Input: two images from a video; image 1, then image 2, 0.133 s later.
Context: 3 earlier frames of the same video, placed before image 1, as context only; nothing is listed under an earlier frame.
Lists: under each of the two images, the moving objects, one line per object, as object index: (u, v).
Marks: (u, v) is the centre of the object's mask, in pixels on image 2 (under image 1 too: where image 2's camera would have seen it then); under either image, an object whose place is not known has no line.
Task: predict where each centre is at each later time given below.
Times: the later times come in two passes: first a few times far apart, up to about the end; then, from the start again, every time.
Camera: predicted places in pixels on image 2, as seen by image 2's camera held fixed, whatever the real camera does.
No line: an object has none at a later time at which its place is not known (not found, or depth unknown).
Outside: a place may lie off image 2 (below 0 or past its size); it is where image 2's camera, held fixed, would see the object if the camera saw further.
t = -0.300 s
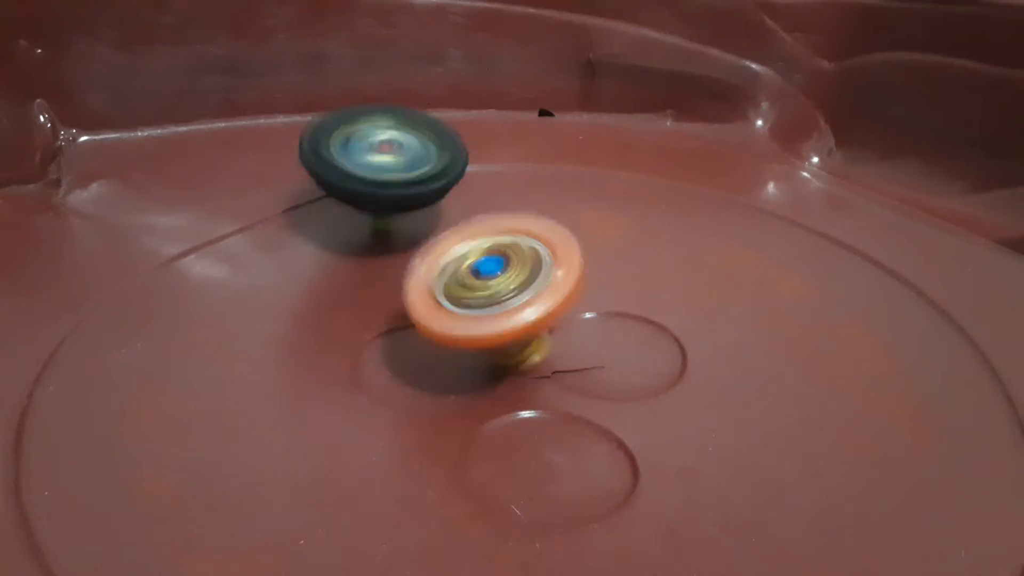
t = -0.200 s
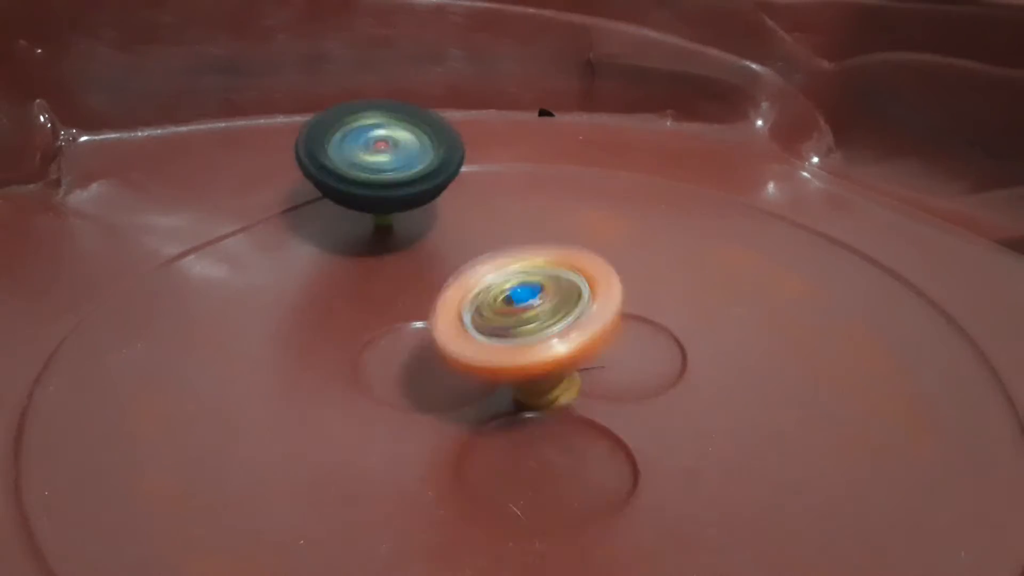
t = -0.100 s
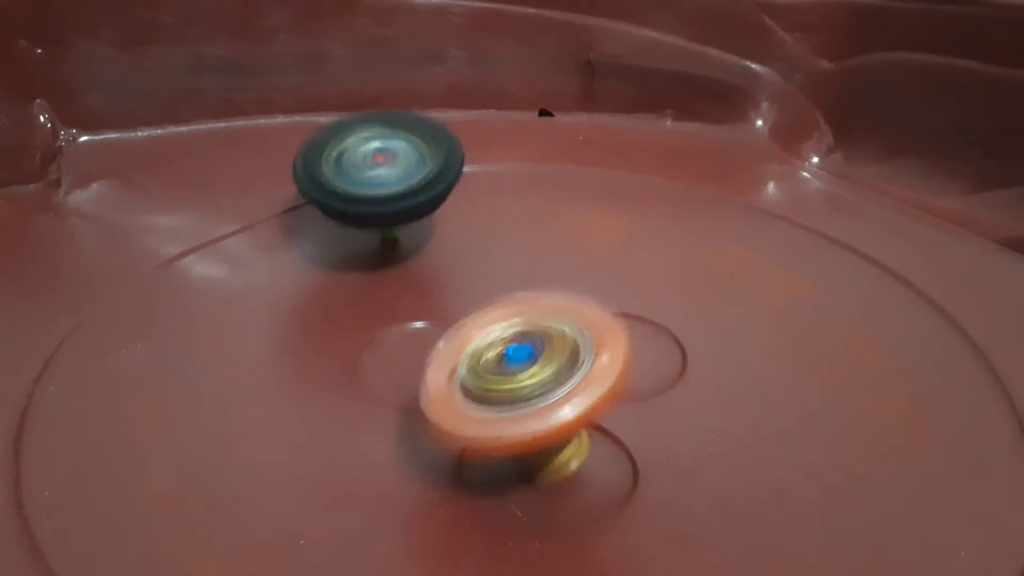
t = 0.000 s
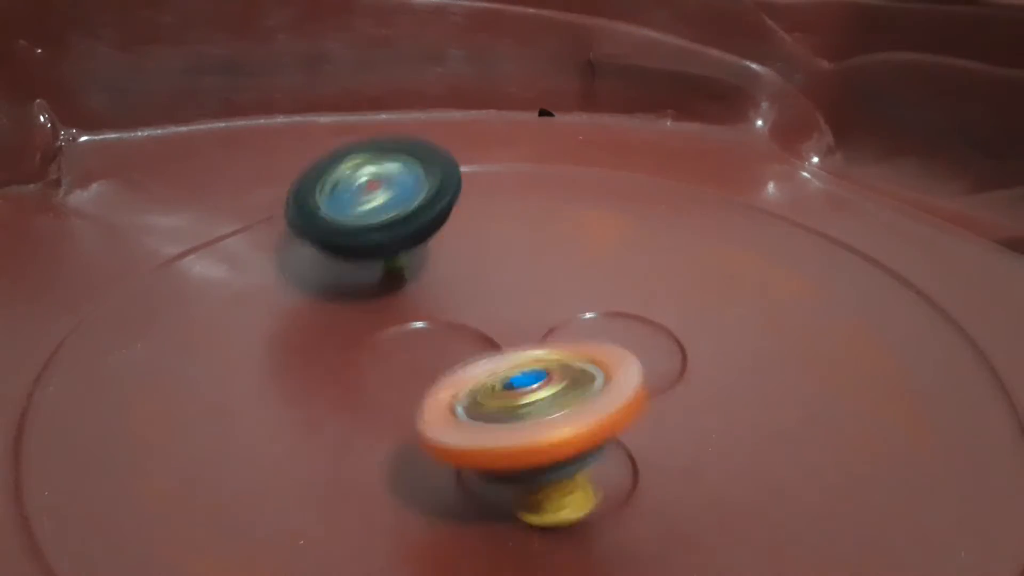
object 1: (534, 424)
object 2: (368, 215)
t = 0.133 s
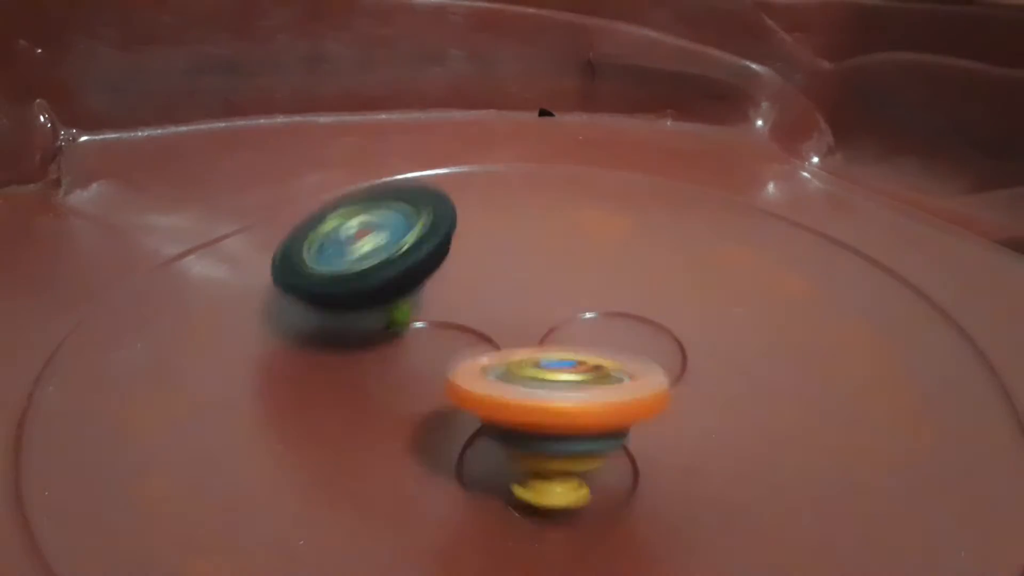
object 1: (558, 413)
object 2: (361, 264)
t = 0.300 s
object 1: (532, 378)
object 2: (339, 321)
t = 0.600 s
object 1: (580, 367)
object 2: (450, 283)
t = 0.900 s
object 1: (561, 416)
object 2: (481, 300)
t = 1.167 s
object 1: (535, 382)
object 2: (622, 279)
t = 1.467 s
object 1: (539, 383)
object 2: (938, 283)
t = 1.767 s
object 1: (565, 388)
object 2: (885, 222)
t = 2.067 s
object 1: (569, 386)
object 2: (747, 337)
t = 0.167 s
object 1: (552, 405)
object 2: (360, 283)
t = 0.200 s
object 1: (540, 394)
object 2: (357, 302)
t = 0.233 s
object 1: (527, 387)
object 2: (354, 318)
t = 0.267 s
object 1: (523, 379)
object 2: (348, 325)
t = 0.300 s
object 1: (532, 378)
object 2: (339, 321)
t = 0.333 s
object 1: (536, 377)
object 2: (343, 317)
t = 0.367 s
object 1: (545, 374)
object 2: (356, 311)
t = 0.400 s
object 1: (559, 374)
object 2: (371, 305)
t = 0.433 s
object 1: (564, 373)
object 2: (391, 302)
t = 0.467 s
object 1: (574, 371)
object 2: (408, 298)
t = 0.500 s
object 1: (580, 367)
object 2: (430, 294)
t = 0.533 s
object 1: (583, 365)
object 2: (441, 289)
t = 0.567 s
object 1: (585, 364)
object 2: (447, 286)
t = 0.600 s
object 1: (580, 367)
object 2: (450, 283)
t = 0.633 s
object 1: (583, 382)
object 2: (456, 280)
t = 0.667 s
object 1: (580, 392)
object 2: (461, 278)
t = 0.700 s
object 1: (583, 401)
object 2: (460, 281)
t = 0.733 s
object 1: (589, 403)
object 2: (465, 284)
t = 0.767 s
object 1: (591, 410)
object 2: (466, 295)
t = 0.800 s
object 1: (588, 411)
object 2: (466, 299)
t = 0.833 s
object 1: (580, 414)
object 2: (469, 304)
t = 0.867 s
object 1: (572, 415)
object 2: (473, 306)
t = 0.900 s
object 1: (561, 416)
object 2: (481, 300)
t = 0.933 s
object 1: (550, 422)
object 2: (497, 295)
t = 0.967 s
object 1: (539, 425)
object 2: (515, 289)
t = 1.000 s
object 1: (527, 423)
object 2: (532, 286)
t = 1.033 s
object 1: (521, 416)
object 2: (549, 284)
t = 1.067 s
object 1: (519, 404)
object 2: (567, 276)
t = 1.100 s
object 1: (513, 393)
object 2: (586, 275)
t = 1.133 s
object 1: (517, 386)
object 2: (603, 277)
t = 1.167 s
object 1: (535, 382)
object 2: (622, 279)
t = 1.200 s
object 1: (550, 374)
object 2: (636, 286)
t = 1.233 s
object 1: (554, 368)
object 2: (651, 293)
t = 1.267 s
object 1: (543, 375)
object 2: (690, 291)
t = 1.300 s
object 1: (539, 381)
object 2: (729, 291)
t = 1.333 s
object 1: (530, 384)
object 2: (773, 298)
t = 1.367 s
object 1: (521, 384)
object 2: (822, 297)
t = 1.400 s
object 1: (518, 381)
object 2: (867, 293)
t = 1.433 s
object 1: (526, 382)
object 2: (908, 290)
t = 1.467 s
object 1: (539, 383)
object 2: (938, 283)
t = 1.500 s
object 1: (550, 385)
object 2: (950, 273)
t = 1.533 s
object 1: (555, 389)
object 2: (955, 264)
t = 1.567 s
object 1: (550, 391)
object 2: (953, 256)
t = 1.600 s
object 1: (543, 393)
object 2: (945, 260)
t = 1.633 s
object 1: (543, 394)
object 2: (938, 255)
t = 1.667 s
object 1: (550, 399)
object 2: (928, 249)
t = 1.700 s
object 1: (560, 397)
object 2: (919, 240)
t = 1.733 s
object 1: (565, 392)
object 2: (904, 229)
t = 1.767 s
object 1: (565, 388)
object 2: (885, 222)
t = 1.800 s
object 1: (559, 383)
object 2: (861, 222)
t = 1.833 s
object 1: (554, 378)
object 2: (834, 227)
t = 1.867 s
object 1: (559, 376)
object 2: (809, 237)
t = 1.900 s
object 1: (569, 376)
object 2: (785, 252)
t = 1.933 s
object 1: (582, 376)
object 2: (762, 262)
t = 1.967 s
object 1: (593, 379)
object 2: (745, 279)
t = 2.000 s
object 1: (588, 386)
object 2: (744, 299)
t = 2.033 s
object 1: (579, 389)
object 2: (748, 319)
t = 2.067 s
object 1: (569, 386)
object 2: (747, 337)
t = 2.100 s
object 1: (566, 389)
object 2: (741, 349)
